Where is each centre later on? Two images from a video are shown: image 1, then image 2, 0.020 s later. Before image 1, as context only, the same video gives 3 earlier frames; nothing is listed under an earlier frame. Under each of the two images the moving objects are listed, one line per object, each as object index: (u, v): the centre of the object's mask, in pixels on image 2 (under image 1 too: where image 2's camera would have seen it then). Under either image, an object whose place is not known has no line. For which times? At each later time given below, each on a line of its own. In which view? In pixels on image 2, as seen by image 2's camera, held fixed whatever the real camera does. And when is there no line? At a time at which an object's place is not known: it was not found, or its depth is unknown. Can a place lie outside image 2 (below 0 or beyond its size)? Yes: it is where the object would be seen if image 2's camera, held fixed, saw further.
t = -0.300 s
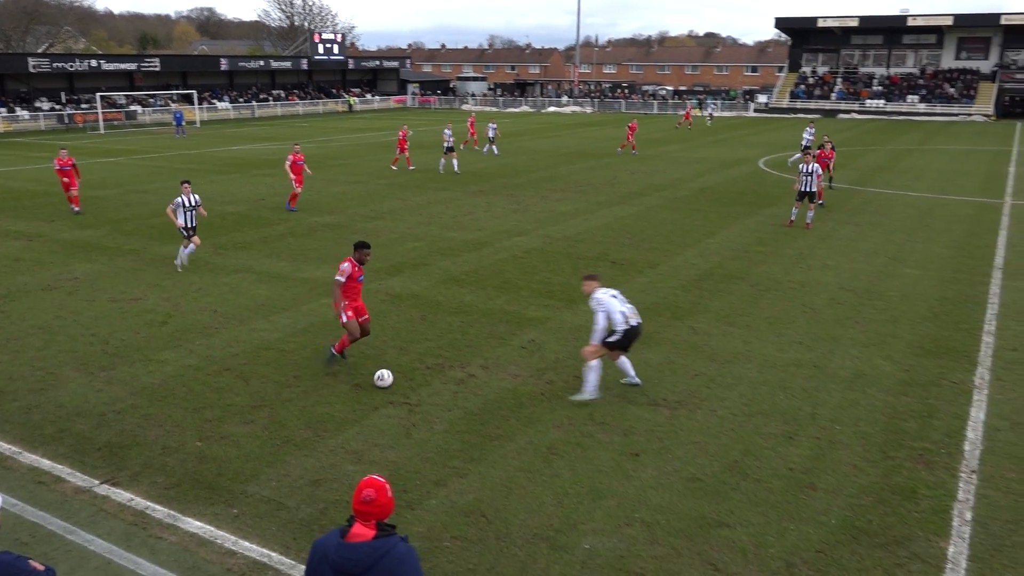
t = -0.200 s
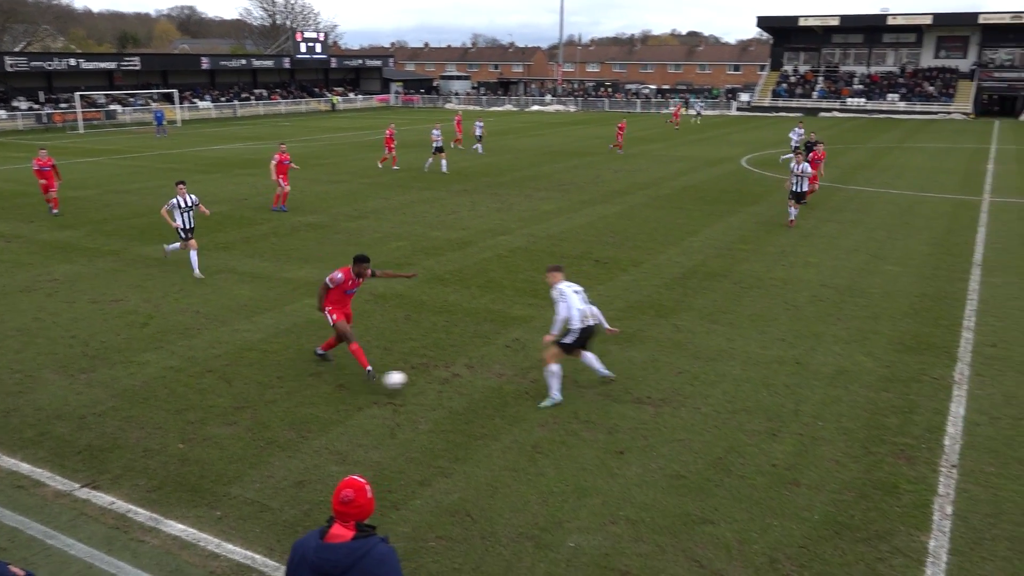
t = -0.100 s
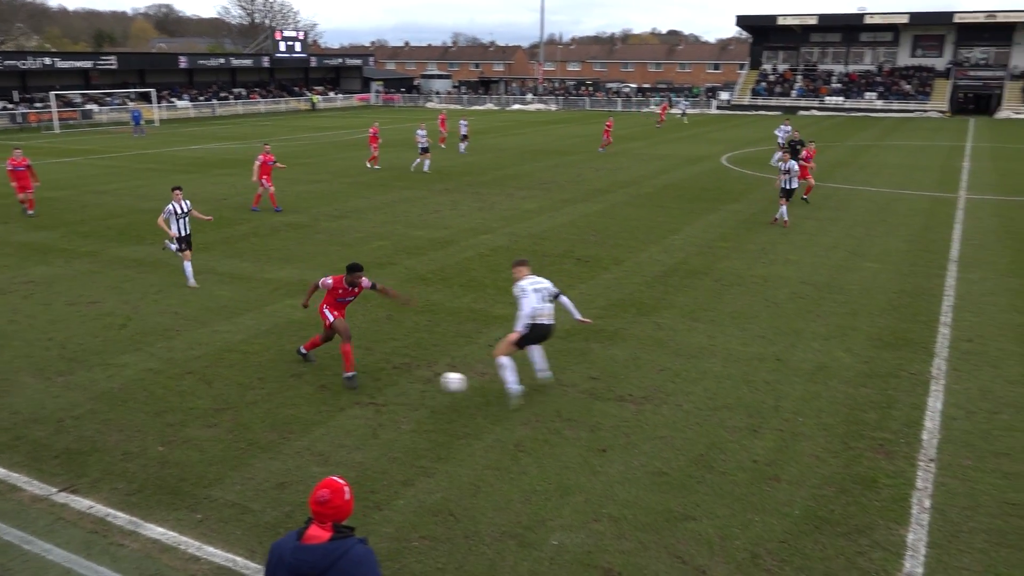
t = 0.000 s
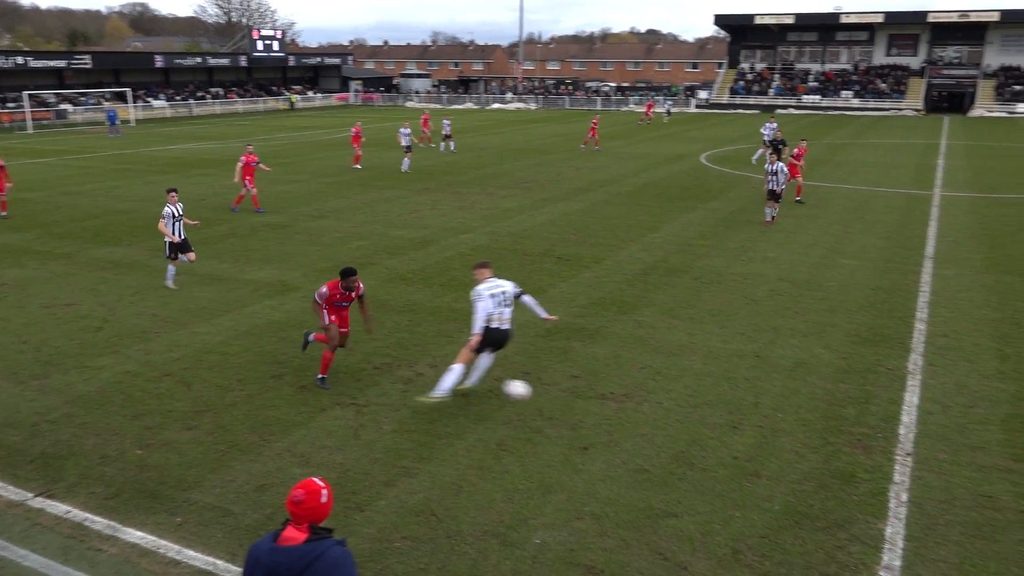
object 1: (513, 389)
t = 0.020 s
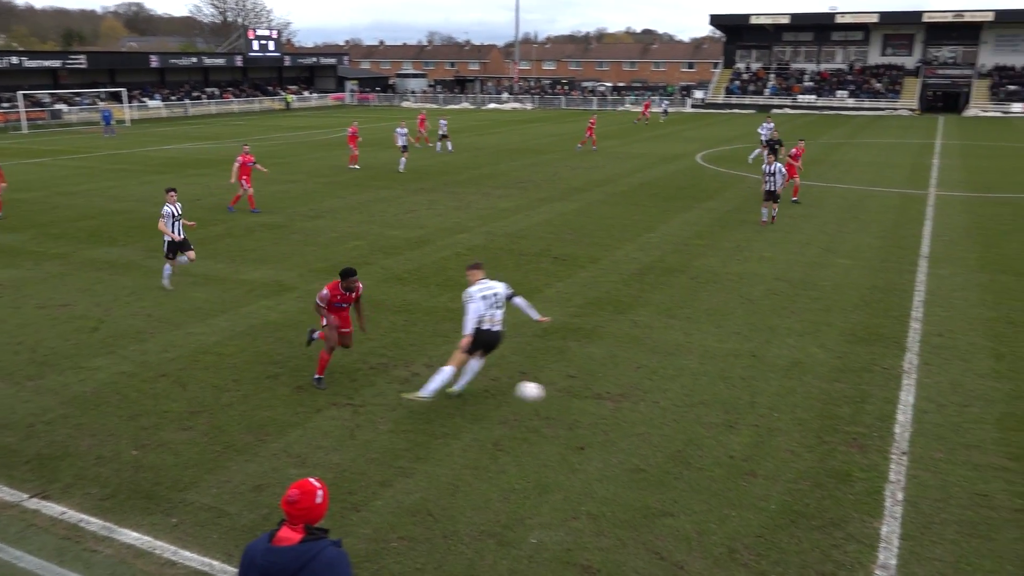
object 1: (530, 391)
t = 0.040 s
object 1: (548, 394)
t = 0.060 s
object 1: (566, 398)
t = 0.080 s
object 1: (584, 401)
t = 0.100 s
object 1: (602, 404)
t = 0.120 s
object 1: (621, 410)
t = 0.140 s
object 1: (640, 415)
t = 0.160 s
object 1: (660, 420)
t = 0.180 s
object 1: (679, 426)
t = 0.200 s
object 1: (702, 433)
